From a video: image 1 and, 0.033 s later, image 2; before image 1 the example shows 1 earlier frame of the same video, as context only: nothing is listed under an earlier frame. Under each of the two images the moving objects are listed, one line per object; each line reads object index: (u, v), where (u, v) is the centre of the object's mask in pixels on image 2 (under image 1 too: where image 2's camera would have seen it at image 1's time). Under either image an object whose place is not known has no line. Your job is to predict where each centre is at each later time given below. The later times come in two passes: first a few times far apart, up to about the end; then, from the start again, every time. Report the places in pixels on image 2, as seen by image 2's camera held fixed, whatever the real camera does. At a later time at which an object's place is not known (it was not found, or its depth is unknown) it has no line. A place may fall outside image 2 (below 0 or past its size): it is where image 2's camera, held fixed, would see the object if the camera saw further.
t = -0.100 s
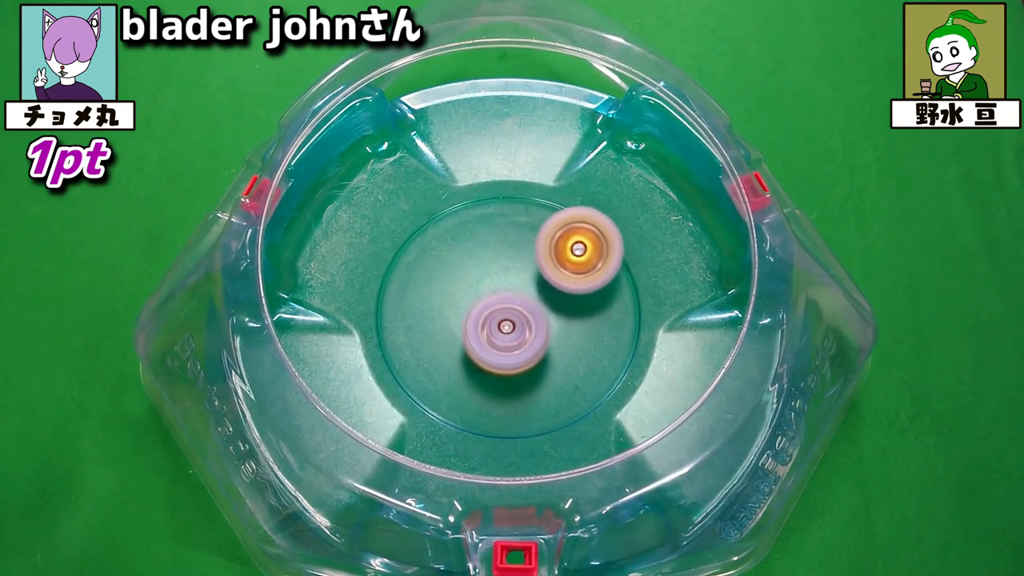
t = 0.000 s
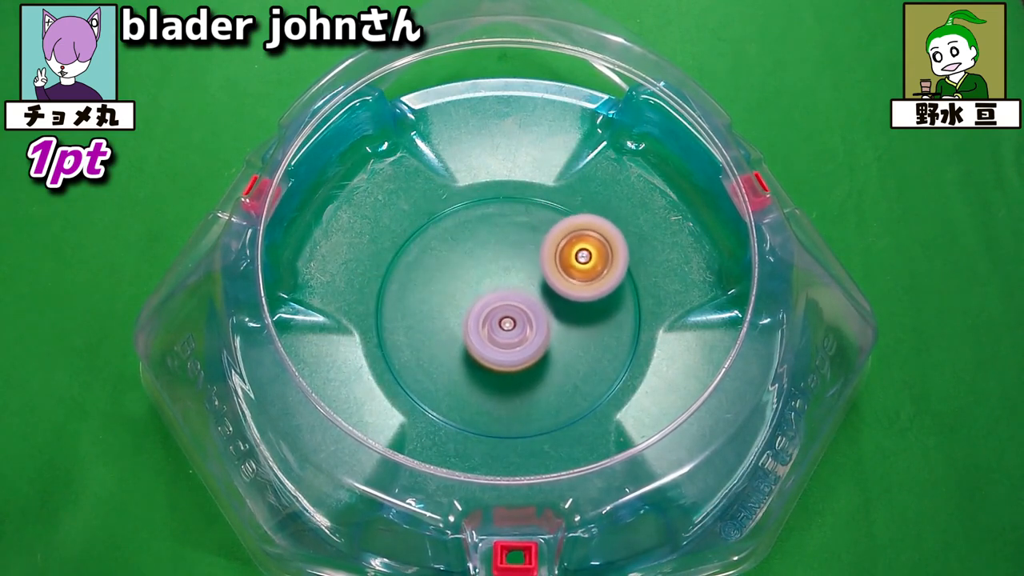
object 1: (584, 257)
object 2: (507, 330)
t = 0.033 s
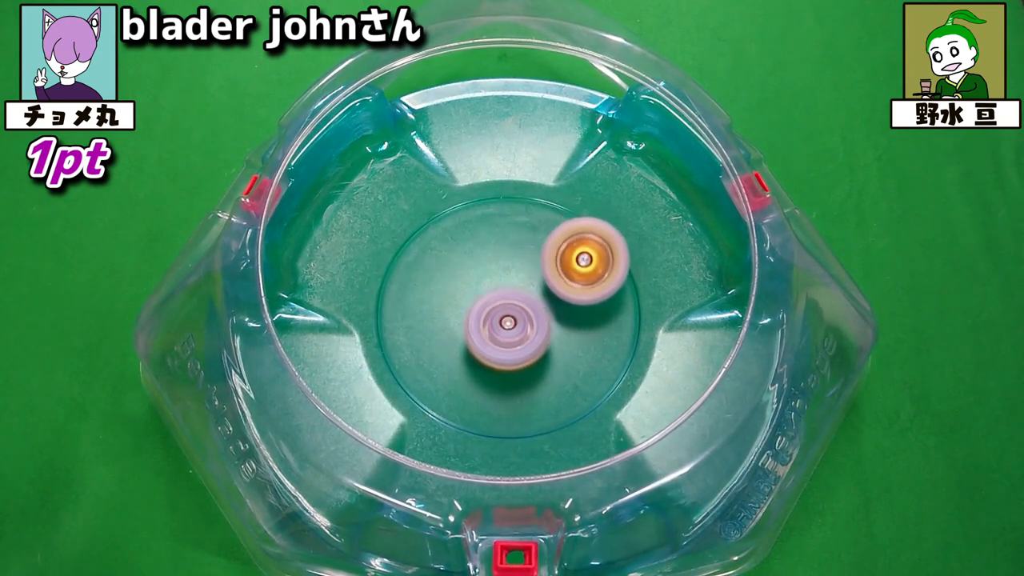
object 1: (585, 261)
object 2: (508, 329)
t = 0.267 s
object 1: (594, 283)
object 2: (506, 320)
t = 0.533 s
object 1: (595, 303)
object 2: (499, 310)
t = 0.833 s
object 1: (576, 332)
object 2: (490, 297)
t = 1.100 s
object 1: (558, 361)
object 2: (476, 274)
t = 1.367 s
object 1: (511, 356)
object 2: (484, 277)
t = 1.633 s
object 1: (478, 365)
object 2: (487, 274)
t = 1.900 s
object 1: (453, 346)
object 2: (500, 273)
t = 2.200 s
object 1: (455, 329)
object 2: (522, 274)
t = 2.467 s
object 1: (462, 306)
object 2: (546, 278)
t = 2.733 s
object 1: (468, 280)
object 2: (560, 288)
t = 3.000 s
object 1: (476, 267)
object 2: (559, 304)
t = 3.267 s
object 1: (483, 263)
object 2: (551, 322)
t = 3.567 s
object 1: (497, 271)
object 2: (542, 346)
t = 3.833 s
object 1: (507, 280)
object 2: (534, 362)
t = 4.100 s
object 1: (509, 284)
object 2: (522, 371)
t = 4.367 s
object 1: (503, 274)
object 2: (508, 375)
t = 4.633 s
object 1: (497, 265)
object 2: (499, 368)
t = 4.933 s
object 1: (506, 264)
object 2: (500, 353)
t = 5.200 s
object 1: (513, 255)
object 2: (503, 343)
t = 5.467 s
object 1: (518, 251)
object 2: (504, 349)
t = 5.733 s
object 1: (508, 247)
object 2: (496, 382)
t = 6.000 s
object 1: (503, 250)
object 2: (484, 382)
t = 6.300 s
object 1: (539, 258)
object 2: (485, 375)
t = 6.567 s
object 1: (533, 269)
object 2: (489, 351)
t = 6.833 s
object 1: (541, 217)
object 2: (466, 376)
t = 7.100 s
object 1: (517, 225)
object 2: (466, 339)
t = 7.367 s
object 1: (541, 178)
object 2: (463, 383)
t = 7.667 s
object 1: (514, 234)
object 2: (462, 362)
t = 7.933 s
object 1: (534, 253)
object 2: (445, 361)
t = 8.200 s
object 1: (530, 283)
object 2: (440, 343)
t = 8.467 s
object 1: (546, 288)
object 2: (413, 325)
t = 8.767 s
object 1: (527, 297)
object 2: (431, 301)
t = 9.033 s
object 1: (533, 300)
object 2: (437, 287)
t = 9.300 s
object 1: (592, 306)
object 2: (409, 267)
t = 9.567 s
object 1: (547, 305)
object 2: (439, 270)
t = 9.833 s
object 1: (582, 322)
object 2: (435, 269)
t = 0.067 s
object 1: (585, 264)
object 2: (508, 328)
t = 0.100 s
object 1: (586, 268)
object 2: (510, 326)
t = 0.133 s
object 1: (586, 272)
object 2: (510, 325)
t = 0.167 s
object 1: (589, 274)
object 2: (508, 325)
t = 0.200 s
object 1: (591, 277)
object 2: (506, 323)
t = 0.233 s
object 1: (593, 280)
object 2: (506, 322)
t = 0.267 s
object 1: (594, 283)
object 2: (506, 320)
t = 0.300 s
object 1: (594, 286)
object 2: (506, 319)
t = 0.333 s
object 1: (593, 290)
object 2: (505, 318)
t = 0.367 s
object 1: (594, 293)
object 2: (504, 316)
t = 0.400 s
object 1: (595, 296)
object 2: (503, 315)
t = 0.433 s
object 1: (596, 297)
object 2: (502, 314)
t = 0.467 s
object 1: (596, 299)
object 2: (501, 313)
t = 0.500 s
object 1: (596, 301)
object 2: (500, 312)
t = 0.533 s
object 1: (595, 303)
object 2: (499, 310)
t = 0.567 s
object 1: (594, 306)
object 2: (498, 309)
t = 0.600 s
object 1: (592, 309)
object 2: (498, 307)
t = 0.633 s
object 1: (591, 313)
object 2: (495, 306)
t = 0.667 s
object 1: (591, 316)
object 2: (494, 304)
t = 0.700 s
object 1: (590, 320)
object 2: (493, 302)
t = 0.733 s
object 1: (588, 323)
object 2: (492, 301)
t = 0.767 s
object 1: (585, 327)
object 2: (492, 299)
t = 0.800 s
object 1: (581, 329)
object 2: (491, 298)
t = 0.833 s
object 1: (576, 332)
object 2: (490, 297)
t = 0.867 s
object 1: (572, 334)
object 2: (490, 296)
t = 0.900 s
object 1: (572, 339)
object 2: (484, 290)
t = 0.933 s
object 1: (572, 346)
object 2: (479, 285)
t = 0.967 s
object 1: (572, 350)
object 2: (476, 281)
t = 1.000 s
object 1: (570, 354)
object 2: (476, 278)
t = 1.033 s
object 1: (567, 356)
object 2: (475, 276)
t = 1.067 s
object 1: (563, 359)
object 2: (476, 275)
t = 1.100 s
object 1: (558, 361)
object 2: (476, 274)
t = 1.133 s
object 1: (553, 362)
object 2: (477, 273)
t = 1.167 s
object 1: (548, 362)
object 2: (479, 273)
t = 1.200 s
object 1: (541, 362)
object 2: (480, 273)
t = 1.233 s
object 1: (535, 360)
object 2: (482, 273)
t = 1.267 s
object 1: (530, 359)
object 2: (483, 274)
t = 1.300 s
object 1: (524, 358)
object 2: (484, 275)
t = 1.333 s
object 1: (517, 357)
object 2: (484, 276)
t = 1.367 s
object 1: (511, 356)
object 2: (484, 277)
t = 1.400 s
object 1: (506, 359)
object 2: (484, 275)
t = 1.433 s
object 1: (501, 363)
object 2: (485, 274)
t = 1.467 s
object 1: (497, 365)
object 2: (485, 274)
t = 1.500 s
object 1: (493, 367)
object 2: (485, 273)
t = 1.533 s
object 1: (489, 368)
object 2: (485, 273)
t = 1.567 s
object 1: (485, 367)
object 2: (485, 273)
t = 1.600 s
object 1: (482, 366)
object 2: (486, 273)
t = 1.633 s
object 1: (478, 365)
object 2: (487, 274)
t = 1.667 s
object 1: (475, 362)
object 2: (488, 275)
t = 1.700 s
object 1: (473, 359)
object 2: (489, 276)
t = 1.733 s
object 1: (470, 356)
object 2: (490, 277)
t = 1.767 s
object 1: (466, 354)
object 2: (492, 276)
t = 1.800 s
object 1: (462, 352)
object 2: (493, 276)
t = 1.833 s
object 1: (458, 349)
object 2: (495, 276)
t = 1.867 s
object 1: (455, 347)
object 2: (498, 274)
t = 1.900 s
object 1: (453, 346)
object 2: (500, 273)
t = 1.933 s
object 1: (453, 344)
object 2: (503, 274)
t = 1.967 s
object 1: (452, 341)
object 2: (505, 274)
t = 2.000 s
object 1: (452, 338)
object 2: (507, 274)
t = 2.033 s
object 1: (450, 338)
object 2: (510, 273)
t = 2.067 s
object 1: (450, 337)
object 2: (512, 273)
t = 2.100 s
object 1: (450, 335)
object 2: (514, 273)
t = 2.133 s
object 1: (452, 332)
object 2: (517, 273)
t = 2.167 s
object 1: (454, 330)
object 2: (519, 274)
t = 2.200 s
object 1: (455, 329)
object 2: (522, 274)
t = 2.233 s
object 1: (454, 330)
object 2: (527, 273)
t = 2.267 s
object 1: (453, 330)
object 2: (531, 273)
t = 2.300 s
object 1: (453, 329)
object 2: (534, 274)
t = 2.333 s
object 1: (453, 325)
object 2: (537, 274)
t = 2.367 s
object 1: (454, 321)
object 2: (539, 275)
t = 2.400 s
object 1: (457, 316)
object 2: (541, 276)
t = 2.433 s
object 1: (459, 311)
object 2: (543, 277)
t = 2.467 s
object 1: (462, 306)
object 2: (546, 278)
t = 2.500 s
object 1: (461, 302)
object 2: (549, 278)
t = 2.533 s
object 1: (461, 298)
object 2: (551, 280)
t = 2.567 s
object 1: (461, 294)
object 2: (553, 281)
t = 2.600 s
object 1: (462, 290)
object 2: (555, 282)
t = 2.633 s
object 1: (464, 287)
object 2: (556, 284)
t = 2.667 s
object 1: (466, 284)
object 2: (557, 285)
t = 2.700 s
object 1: (467, 282)
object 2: (559, 286)
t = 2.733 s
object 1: (468, 280)
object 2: (560, 288)
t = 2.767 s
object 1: (469, 278)
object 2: (561, 290)
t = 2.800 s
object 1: (471, 277)
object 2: (561, 292)
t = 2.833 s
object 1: (471, 275)
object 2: (562, 294)
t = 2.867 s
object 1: (473, 272)
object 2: (562, 296)
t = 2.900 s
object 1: (475, 271)
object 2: (562, 298)
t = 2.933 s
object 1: (475, 268)
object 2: (561, 300)
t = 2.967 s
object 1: (476, 267)
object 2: (560, 302)
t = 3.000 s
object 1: (476, 267)
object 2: (559, 304)
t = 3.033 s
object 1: (477, 266)
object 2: (559, 306)
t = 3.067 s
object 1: (478, 266)
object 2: (558, 308)
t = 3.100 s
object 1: (478, 265)
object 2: (557, 310)
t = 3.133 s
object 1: (479, 265)
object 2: (555, 313)
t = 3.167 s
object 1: (480, 264)
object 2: (554, 315)
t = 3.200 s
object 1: (481, 263)
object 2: (553, 317)
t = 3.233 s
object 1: (482, 263)
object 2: (552, 319)
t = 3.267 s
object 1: (483, 263)
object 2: (551, 322)
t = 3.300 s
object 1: (485, 263)
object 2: (550, 324)
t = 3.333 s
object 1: (487, 263)
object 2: (549, 327)
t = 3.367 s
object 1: (488, 264)
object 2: (548, 330)
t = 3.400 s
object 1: (489, 265)
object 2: (547, 332)
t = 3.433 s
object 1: (491, 266)
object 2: (546, 335)
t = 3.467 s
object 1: (493, 267)
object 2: (545, 338)
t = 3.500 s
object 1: (493, 267)
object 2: (545, 341)
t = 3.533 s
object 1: (495, 269)
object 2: (543, 343)
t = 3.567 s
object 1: (497, 271)
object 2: (542, 346)
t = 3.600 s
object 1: (498, 272)
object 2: (542, 348)
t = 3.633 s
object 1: (499, 272)
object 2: (540, 350)
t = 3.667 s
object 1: (501, 274)
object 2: (539, 352)
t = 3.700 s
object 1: (502, 275)
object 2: (538, 355)
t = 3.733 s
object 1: (504, 277)
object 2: (537, 357)
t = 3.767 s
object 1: (505, 277)
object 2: (536, 359)
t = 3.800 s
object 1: (506, 279)
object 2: (534, 360)
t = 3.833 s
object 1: (507, 280)
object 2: (534, 362)
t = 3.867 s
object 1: (508, 281)
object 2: (532, 364)
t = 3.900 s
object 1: (510, 282)
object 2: (531, 365)
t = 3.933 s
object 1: (510, 282)
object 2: (529, 367)
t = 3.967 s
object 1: (511, 283)
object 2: (528, 367)
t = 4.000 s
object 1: (511, 284)
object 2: (527, 368)
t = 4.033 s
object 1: (510, 284)
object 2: (524, 369)
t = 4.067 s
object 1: (510, 285)
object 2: (523, 369)
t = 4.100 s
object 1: (509, 284)
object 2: (522, 371)
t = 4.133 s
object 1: (508, 284)
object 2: (520, 370)
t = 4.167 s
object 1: (507, 284)
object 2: (518, 370)
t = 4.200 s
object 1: (506, 284)
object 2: (516, 369)
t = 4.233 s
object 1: (505, 280)
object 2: (515, 374)
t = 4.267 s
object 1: (504, 277)
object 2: (515, 376)
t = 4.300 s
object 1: (503, 275)
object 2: (513, 377)
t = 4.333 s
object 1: (503, 274)
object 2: (510, 376)
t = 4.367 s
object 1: (503, 274)
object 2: (508, 375)
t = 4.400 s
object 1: (502, 274)
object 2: (506, 373)
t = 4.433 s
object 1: (501, 276)
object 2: (504, 371)
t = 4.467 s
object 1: (501, 277)
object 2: (502, 368)
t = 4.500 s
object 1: (500, 278)
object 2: (501, 366)
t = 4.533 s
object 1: (499, 276)
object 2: (500, 366)
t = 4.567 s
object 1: (498, 275)
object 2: (499, 365)
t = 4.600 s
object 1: (498, 274)
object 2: (499, 362)
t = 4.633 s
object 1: (497, 265)
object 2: (499, 368)
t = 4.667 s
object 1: (497, 258)
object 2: (501, 371)
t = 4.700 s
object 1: (497, 253)
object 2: (501, 373)
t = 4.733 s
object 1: (497, 251)
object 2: (502, 371)
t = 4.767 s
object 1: (498, 251)
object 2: (502, 370)
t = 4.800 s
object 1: (499, 253)
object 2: (501, 367)
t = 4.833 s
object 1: (501, 256)
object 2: (501, 362)
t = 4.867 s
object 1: (503, 260)
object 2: (500, 359)
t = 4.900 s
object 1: (504, 264)
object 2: (499, 353)
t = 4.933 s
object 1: (506, 264)
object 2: (500, 353)
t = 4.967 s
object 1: (507, 260)
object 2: (501, 354)
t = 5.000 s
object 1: (508, 257)
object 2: (501, 353)
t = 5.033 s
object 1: (509, 256)
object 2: (501, 352)
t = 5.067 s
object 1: (509, 255)
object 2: (501, 349)
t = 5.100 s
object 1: (510, 256)
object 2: (502, 346)
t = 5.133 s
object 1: (511, 257)
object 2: (503, 344)
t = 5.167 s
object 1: (512, 256)
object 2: (503, 343)
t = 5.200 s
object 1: (513, 255)
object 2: (503, 343)
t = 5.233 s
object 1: (513, 253)
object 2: (504, 344)
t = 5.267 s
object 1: (514, 249)
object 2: (505, 345)
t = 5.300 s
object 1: (514, 248)
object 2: (504, 344)
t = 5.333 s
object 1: (514, 248)
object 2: (505, 344)
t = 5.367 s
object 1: (514, 250)
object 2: (505, 342)
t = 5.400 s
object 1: (515, 254)
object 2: (505, 340)
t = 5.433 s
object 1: (516, 254)
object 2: (505, 344)
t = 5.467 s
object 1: (518, 251)
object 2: (504, 349)
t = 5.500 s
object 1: (520, 250)
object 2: (503, 350)
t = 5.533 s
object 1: (521, 251)
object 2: (502, 350)
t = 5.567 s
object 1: (521, 254)
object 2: (502, 350)
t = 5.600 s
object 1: (519, 259)
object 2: (501, 349)
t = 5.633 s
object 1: (516, 263)
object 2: (500, 348)
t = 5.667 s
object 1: (512, 265)
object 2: (499, 351)
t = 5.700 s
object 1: (510, 255)
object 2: (498, 369)
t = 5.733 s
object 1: (508, 247)
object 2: (496, 382)
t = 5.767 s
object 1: (507, 242)
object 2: (493, 389)
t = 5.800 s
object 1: (506, 239)
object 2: (490, 392)
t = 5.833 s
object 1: (505, 238)
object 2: (489, 392)
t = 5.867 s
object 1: (505, 238)
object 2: (488, 391)
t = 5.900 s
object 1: (504, 241)
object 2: (487, 390)
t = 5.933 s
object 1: (503, 244)
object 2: (486, 388)
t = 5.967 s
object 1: (503, 247)
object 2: (485, 386)
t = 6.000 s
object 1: (503, 250)
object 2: (484, 382)
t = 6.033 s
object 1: (504, 254)
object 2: (485, 378)
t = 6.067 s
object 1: (506, 259)
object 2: (485, 374)
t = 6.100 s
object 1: (508, 265)
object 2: (486, 370)
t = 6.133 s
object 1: (512, 271)
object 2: (488, 367)
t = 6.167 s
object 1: (516, 277)
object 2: (490, 364)
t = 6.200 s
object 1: (520, 278)
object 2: (491, 364)
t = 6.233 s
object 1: (529, 269)
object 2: (487, 373)
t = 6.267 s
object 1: (535, 263)
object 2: (485, 376)
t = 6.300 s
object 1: (539, 258)
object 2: (485, 375)
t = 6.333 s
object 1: (541, 255)
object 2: (484, 374)
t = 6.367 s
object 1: (543, 254)
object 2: (484, 371)
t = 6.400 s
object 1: (543, 255)
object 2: (484, 369)
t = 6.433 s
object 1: (543, 256)
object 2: (485, 366)
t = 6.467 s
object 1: (542, 259)
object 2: (486, 363)
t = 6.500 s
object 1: (539, 262)
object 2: (487, 359)
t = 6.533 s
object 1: (537, 266)
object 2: (488, 355)
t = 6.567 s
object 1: (533, 269)
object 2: (489, 351)
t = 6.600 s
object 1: (533, 269)
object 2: (488, 352)
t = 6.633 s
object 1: (541, 251)
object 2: (476, 369)
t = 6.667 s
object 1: (547, 236)
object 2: (471, 379)
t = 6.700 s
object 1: (550, 227)
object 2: (468, 384)
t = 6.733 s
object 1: (550, 223)
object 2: (468, 384)
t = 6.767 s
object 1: (547, 221)
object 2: (468, 382)
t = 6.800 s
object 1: (544, 219)
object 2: (468, 379)
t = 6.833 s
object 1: (541, 217)
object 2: (466, 376)
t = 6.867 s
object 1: (538, 216)
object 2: (465, 373)
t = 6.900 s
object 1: (534, 216)
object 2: (464, 369)
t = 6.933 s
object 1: (531, 217)
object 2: (464, 365)
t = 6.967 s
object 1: (528, 217)
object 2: (464, 360)
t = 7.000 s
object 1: (525, 219)
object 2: (464, 356)
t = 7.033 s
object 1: (522, 220)
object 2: (464, 351)
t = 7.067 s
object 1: (520, 222)
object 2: (465, 345)
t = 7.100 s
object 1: (517, 225)
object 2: (466, 339)
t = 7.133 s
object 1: (515, 228)
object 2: (469, 334)
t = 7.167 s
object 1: (512, 231)
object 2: (471, 328)
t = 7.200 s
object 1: (509, 234)
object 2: (475, 323)
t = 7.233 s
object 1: (508, 236)
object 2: (478, 320)
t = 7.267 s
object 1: (518, 215)
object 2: (469, 344)
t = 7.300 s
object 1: (528, 194)
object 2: (465, 362)
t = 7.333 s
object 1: (535, 181)
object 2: (463, 376)
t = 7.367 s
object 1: (541, 178)
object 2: (463, 383)
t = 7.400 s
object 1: (541, 178)
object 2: (466, 384)
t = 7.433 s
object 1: (540, 180)
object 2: (467, 382)
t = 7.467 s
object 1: (538, 183)
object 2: (467, 379)
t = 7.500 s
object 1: (535, 190)
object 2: (467, 376)
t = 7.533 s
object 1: (529, 198)
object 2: (465, 374)
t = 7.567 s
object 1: (525, 206)
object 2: (464, 371)
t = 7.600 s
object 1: (520, 215)
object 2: (464, 369)
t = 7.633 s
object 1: (517, 225)
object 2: (463, 366)
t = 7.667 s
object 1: (514, 234)
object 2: (462, 362)
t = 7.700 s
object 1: (512, 243)
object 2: (462, 358)
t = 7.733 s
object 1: (511, 250)
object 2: (463, 353)
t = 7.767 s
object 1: (510, 258)
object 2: (464, 349)
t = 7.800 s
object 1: (510, 264)
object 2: (465, 343)
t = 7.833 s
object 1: (513, 267)
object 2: (466, 341)
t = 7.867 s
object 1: (522, 259)
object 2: (456, 352)
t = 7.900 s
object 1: (529, 255)
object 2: (449, 360)
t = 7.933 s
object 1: (534, 253)
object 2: (445, 361)
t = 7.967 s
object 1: (536, 254)
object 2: (444, 360)
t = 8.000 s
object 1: (537, 257)
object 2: (444, 358)
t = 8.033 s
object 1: (537, 260)
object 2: (443, 356)
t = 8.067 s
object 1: (537, 265)
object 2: (442, 354)
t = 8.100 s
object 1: (536, 269)
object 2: (441, 352)
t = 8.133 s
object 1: (534, 274)
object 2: (439, 349)
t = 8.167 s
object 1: (532, 279)
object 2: (439, 346)
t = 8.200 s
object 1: (530, 283)
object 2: (440, 343)
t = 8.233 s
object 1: (528, 288)
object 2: (441, 339)
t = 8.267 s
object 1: (525, 292)
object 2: (443, 335)
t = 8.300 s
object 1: (525, 295)
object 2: (442, 334)
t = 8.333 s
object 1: (535, 291)
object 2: (428, 336)
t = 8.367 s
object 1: (540, 289)
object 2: (420, 335)
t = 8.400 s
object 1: (544, 288)
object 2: (415, 332)
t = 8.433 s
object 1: (546, 288)
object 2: (413, 328)
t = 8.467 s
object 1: (546, 288)
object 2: (413, 325)
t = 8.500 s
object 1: (546, 289)
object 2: (414, 321)
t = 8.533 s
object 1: (543, 290)
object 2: (416, 318)
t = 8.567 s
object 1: (541, 291)
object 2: (419, 315)
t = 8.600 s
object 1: (538, 293)
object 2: (422, 313)
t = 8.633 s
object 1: (534, 295)
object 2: (425, 311)
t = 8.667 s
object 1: (531, 296)
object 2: (428, 308)
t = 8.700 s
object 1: (526, 297)
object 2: (431, 306)
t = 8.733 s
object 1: (525, 298)
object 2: (431, 304)
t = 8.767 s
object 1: (527, 297)
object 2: (431, 301)
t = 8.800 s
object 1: (529, 298)
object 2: (430, 300)
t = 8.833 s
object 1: (532, 298)
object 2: (431, 298)
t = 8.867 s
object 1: (532, 298)
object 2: (432, 296)
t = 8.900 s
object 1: (531, 298)
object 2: (433, 294)
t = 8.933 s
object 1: (530, 298)
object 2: (434, 292)
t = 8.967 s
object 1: (532, 299)
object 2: (434, 290)
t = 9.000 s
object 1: (533, 299)
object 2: (436, 289)
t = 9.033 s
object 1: (533, 300)
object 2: (437, 287)
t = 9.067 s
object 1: (533, 300)
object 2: (439, 286)
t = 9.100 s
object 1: (549, 301)
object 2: (426, 284)
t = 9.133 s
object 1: (567, 303)
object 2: (413, 279)
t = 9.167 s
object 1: (580, 304)
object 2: (405, 275)
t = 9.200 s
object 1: (589, 304)
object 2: (404, 271)
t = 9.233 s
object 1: (593, 305)
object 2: (404, 269)
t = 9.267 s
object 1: (594, 305)
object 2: (406, 268)
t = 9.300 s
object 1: (592, 306)
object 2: (409, 267)
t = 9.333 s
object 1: (588, 306)
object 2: (412, 266)
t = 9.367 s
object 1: (582, 306)
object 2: (416, 267)
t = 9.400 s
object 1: (577, 306)
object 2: (419, 267)
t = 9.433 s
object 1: (571, 306)
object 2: (422, 267)
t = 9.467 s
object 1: (565, 305)
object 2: (426, 267)
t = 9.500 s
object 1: (559, 305)
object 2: (430, 268)
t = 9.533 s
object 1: (553, 305)
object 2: (434, 269)
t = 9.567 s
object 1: (547, 305)
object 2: (439, 270)
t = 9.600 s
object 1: (541, 305)
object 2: (444, 271)
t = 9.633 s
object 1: (537, 304)
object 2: (451, 273)
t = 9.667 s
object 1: (550, 308)
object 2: (442, 271)
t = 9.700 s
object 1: (566, 313)
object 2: (432, 269)
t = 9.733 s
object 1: (576, 317)
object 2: (428, 268)
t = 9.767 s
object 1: (581, 320)
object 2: (429, 270)
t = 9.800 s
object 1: (582, 322)
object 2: (433, 270)
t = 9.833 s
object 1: (582, 322)
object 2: (435, 269)
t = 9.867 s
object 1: (579, 323)
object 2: (439, 269)
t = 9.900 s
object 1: (576, 323)
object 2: (442, 269)
